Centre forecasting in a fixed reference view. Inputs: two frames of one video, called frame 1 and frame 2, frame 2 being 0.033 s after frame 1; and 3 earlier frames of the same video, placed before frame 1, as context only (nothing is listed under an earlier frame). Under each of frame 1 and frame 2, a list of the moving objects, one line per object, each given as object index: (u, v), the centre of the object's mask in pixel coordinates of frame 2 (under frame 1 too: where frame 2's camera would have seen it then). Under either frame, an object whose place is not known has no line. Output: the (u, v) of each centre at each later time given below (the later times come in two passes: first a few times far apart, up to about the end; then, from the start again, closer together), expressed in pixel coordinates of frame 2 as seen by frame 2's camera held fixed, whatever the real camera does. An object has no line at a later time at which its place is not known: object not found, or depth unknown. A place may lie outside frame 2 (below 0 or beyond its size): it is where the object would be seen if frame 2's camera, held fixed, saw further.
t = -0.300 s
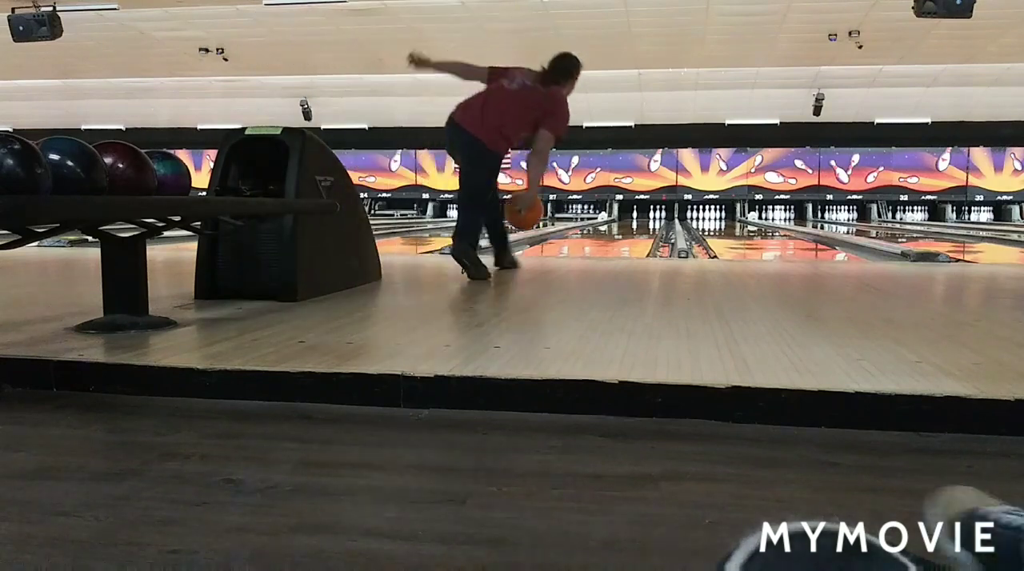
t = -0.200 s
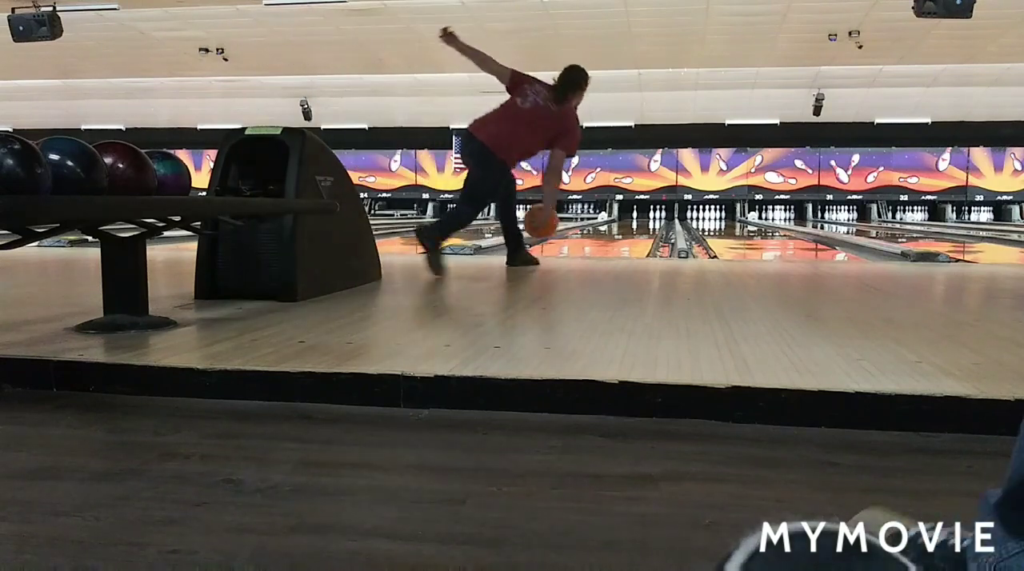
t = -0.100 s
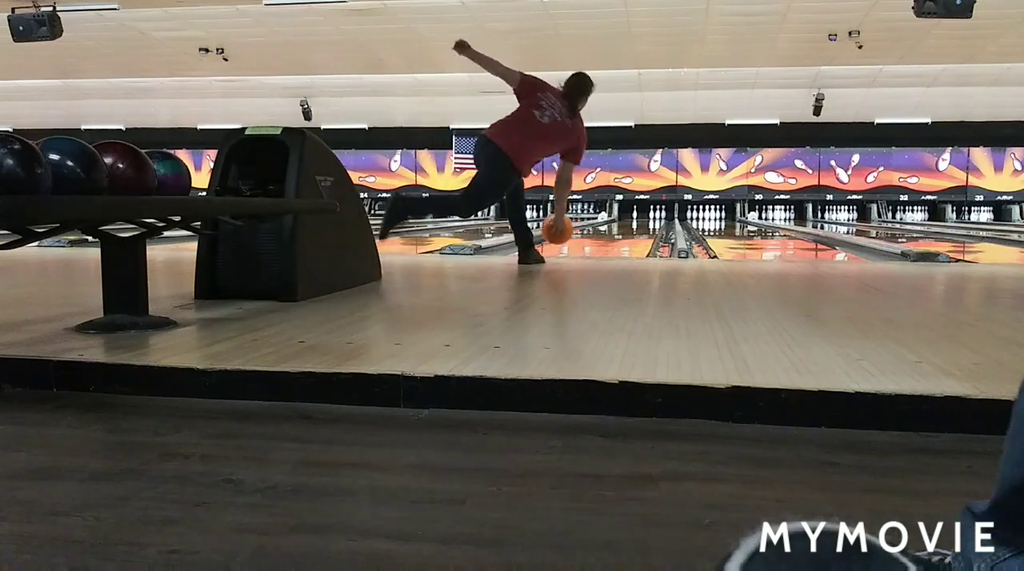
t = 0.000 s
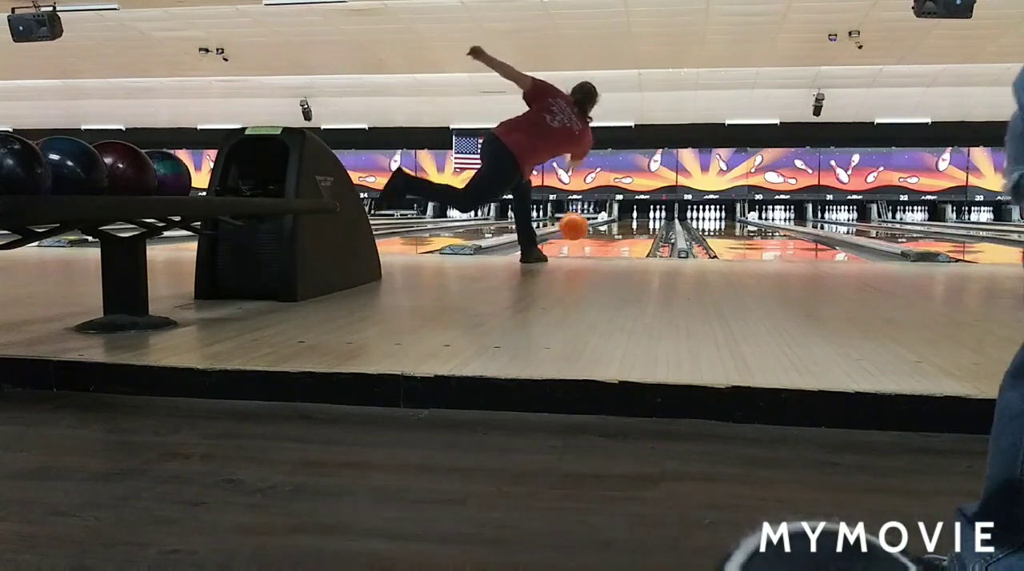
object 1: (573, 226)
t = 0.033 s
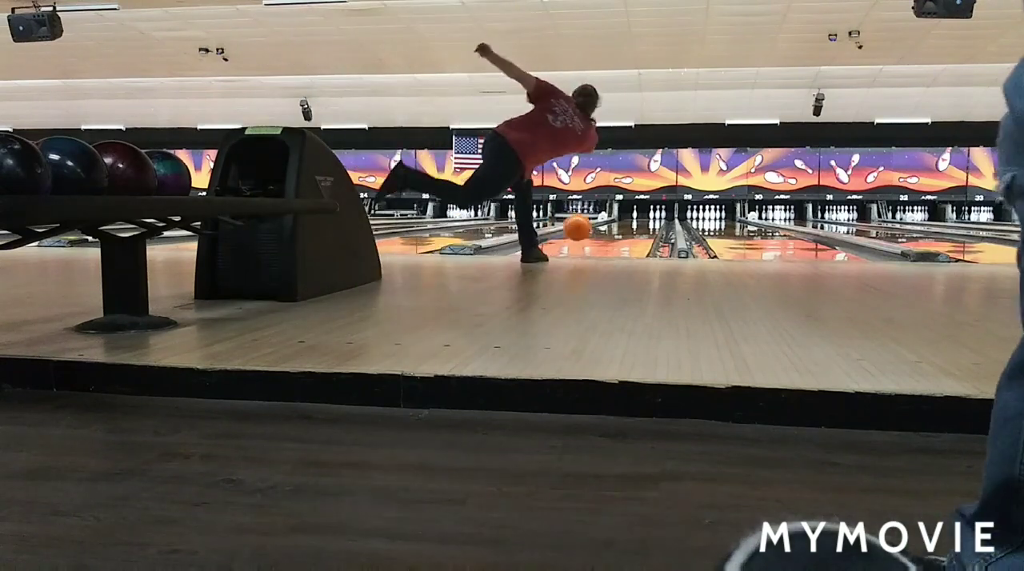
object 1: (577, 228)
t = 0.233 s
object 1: (599, 234)
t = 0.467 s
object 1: (617, 229)
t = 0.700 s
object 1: (628, 226)
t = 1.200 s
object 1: (645, 222)
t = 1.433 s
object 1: (650, 221)
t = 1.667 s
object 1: (655, 219)
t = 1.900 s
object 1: (657, 219)
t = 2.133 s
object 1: (658, 218)
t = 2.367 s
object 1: (658, 217)
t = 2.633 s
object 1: (656, 215)
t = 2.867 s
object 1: (658, 215)
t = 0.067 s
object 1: (582, 230)
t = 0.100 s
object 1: (585, 233)
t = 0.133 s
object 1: (589, 238)
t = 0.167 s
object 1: (593, 235)
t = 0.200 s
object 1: (596, 234)
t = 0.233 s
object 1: (599, 234)
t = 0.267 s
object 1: (602, 234)
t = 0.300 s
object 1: (605, 233)
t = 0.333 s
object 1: (607, 232)
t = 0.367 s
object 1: (610, 231)
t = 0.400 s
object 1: (613, 230)
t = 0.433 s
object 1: (615, 230)
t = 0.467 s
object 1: (617, 229)
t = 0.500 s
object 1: (619, 228)
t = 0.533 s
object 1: (620, 228)
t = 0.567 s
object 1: (622, 227)
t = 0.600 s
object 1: (624, 227)
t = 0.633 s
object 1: (626, 227)
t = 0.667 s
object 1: (628, 226)
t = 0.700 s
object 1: (628, 226)
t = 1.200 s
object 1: (645, 222)
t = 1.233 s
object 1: (646, 221)
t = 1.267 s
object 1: (647, 221)
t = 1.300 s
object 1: (647, 221)
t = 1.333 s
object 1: (648, 221)
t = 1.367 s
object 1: (649, 221)
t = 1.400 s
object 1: (649, 221)
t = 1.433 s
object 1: (650, 221)
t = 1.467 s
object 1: (651, 221)
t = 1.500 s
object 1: (651, 220)
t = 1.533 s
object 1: (652, 220)
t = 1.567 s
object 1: (653, 220)
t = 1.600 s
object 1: (653, 220)
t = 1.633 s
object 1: (654, 220)
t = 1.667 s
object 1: (655, 219)
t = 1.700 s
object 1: (655, 219)
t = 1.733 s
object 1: (656, 219)
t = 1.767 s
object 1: (656, 219)
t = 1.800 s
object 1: (656, 219)
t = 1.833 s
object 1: (656, 219)
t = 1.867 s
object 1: (657, 219)
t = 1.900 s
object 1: (657, 219)
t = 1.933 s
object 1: (657, 219)
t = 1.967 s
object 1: (657, 219)
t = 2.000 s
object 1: (658, 218)
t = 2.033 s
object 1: (658, 218)
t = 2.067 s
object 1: (658, 218)
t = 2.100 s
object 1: (658, 218)
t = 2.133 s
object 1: (658, 218)
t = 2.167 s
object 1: (658, 218)
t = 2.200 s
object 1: (658, 218)
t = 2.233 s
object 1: (658, 218)
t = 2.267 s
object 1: (658, 218)
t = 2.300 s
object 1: (658, 217)
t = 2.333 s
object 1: (658, 217)
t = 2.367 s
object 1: (658, 217)
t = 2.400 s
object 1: (658, 217)
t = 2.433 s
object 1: (658, 217)
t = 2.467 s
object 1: (657, 217)
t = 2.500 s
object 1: (657, 217)
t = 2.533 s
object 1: (657, 216)
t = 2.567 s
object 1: (657, 216)
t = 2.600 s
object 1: (656, 215)
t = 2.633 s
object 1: (656, 215)
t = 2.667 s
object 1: (656, 215)
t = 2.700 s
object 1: (656, 215)
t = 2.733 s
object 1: (656, 215)
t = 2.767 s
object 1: (657, 215)
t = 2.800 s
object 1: (658, 215)
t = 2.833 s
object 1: (658, 215)
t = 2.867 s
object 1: (658, 215)
